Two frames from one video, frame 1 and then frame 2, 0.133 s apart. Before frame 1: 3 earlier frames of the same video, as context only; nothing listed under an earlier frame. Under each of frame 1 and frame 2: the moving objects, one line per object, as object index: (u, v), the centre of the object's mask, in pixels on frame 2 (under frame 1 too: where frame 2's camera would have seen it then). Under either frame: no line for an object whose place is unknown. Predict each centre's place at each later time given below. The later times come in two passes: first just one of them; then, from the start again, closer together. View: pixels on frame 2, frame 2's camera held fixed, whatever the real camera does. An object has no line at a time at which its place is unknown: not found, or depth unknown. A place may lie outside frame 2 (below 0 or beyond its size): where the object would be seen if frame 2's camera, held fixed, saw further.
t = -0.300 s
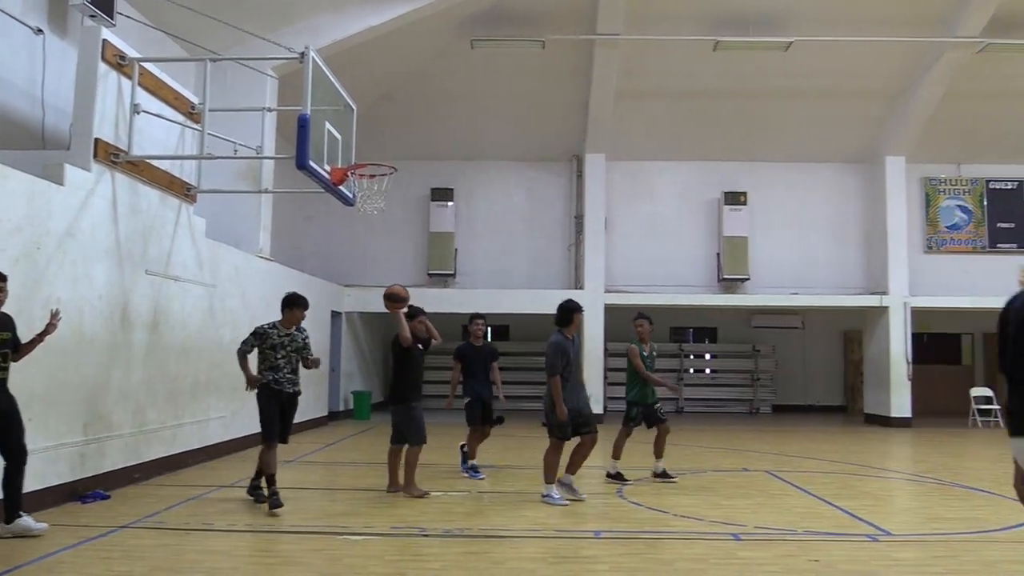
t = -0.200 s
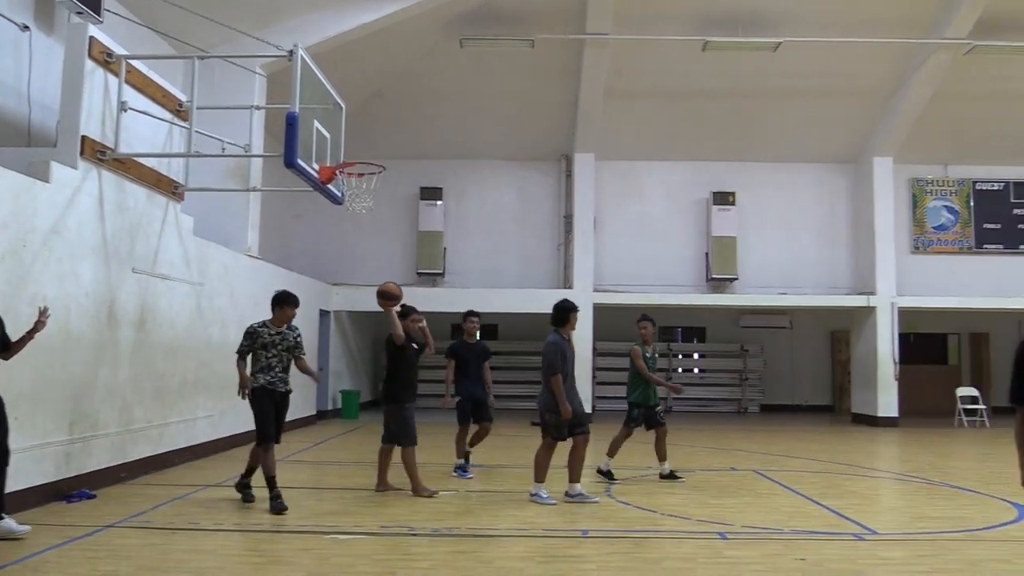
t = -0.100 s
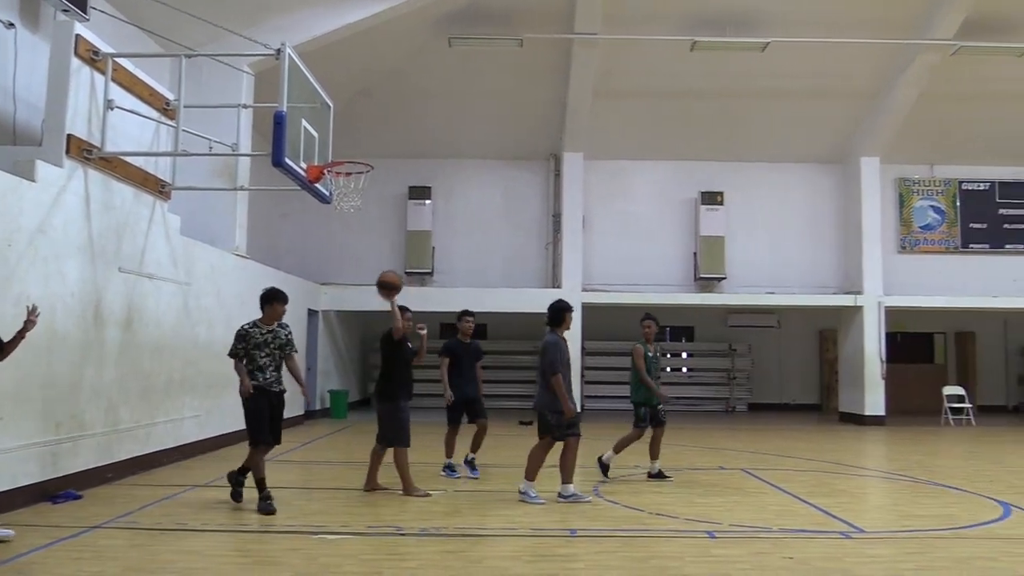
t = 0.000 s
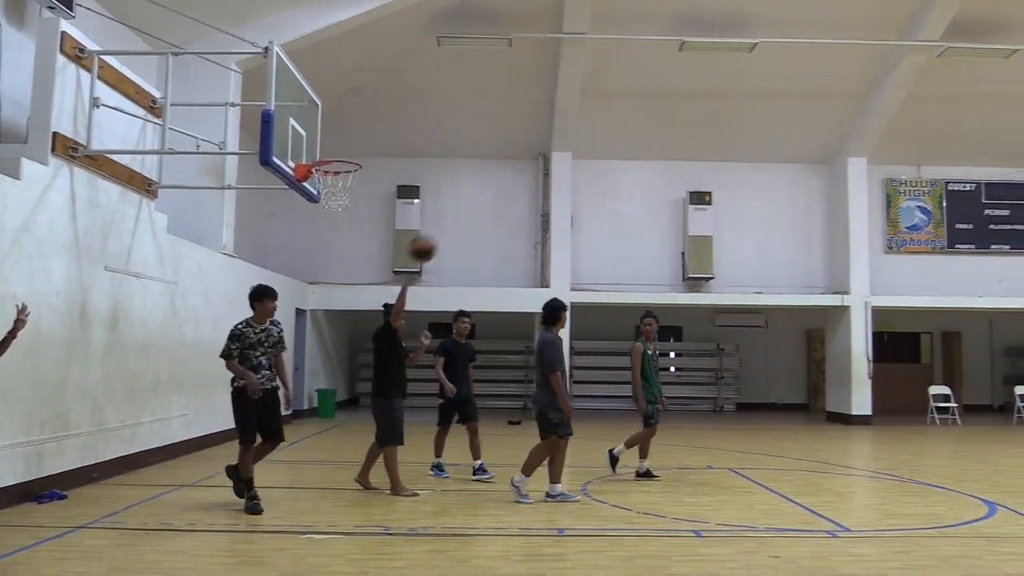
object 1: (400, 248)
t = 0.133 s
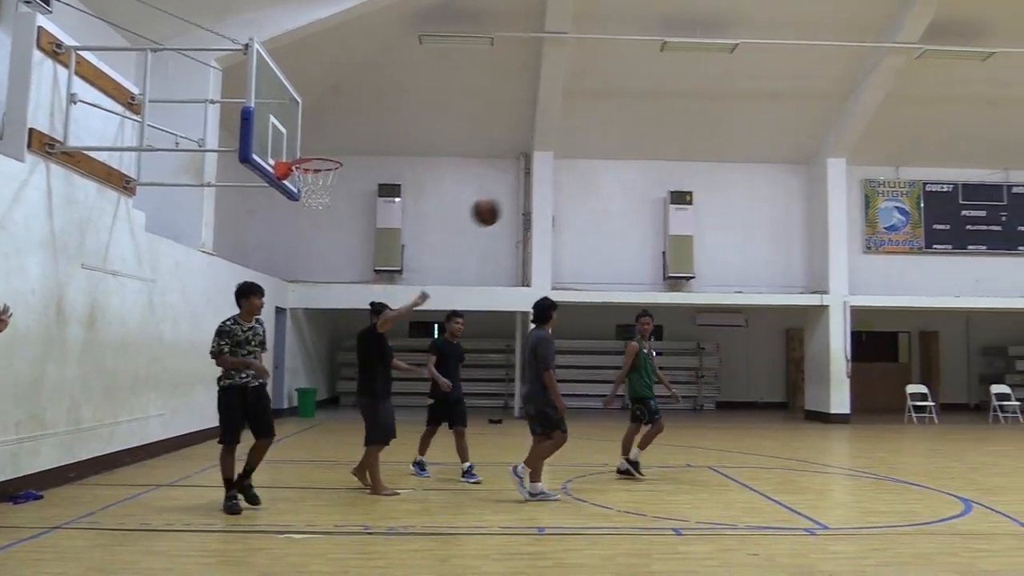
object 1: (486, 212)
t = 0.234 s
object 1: (553, 196)
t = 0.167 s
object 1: (507, 206)
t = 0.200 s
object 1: (530, 200)
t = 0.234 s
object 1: (553, 196)
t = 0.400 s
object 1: (668, 198)
